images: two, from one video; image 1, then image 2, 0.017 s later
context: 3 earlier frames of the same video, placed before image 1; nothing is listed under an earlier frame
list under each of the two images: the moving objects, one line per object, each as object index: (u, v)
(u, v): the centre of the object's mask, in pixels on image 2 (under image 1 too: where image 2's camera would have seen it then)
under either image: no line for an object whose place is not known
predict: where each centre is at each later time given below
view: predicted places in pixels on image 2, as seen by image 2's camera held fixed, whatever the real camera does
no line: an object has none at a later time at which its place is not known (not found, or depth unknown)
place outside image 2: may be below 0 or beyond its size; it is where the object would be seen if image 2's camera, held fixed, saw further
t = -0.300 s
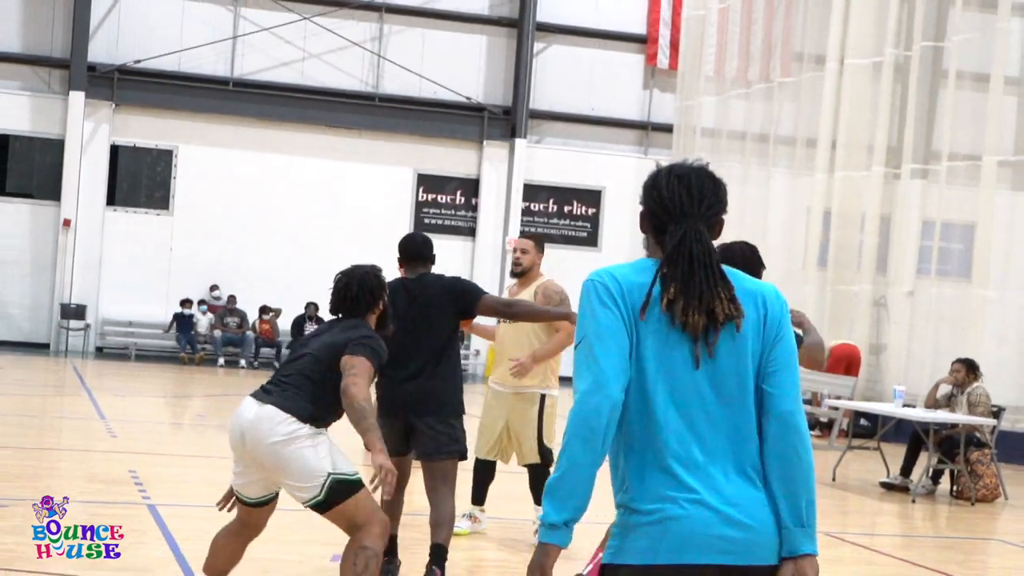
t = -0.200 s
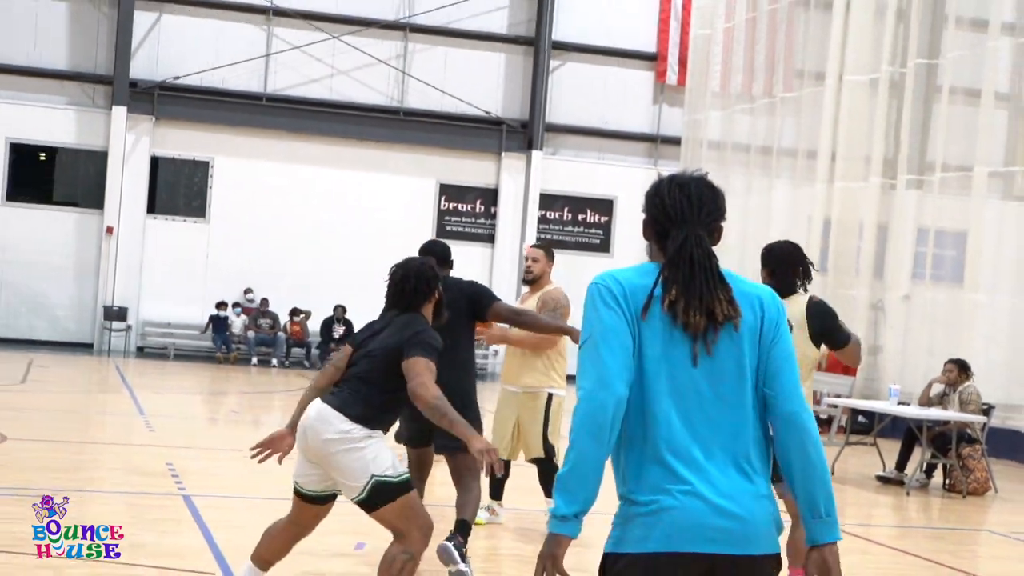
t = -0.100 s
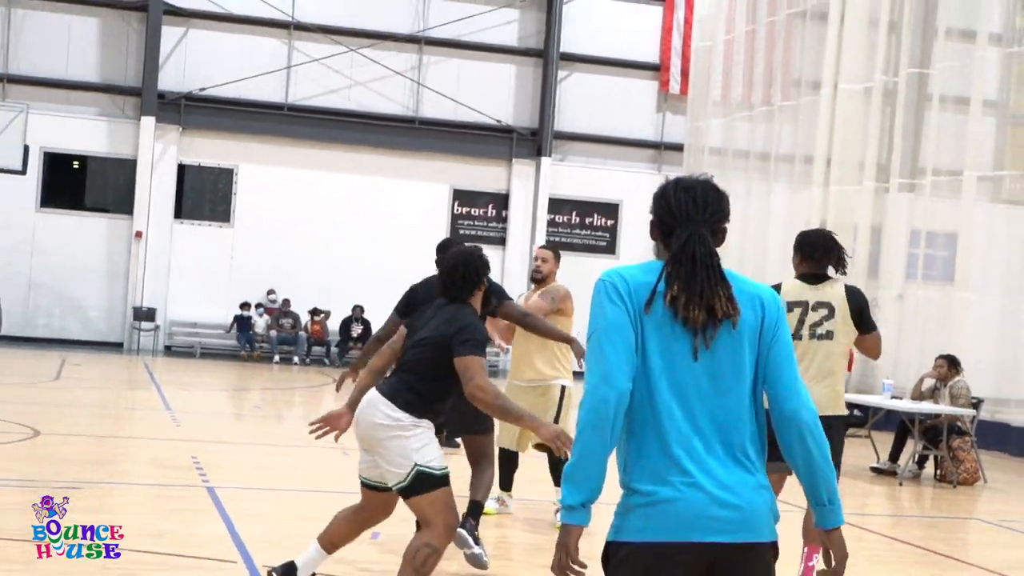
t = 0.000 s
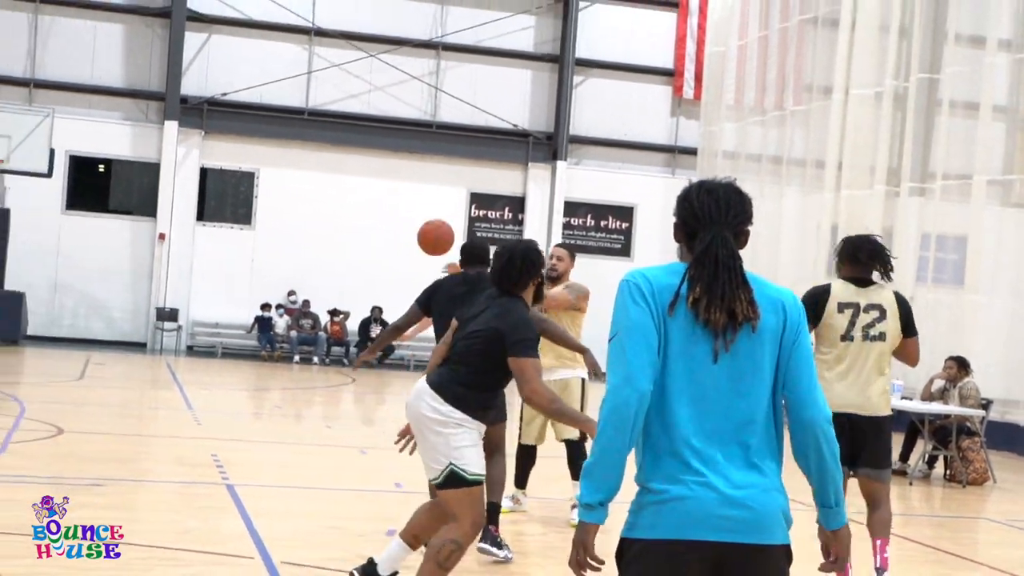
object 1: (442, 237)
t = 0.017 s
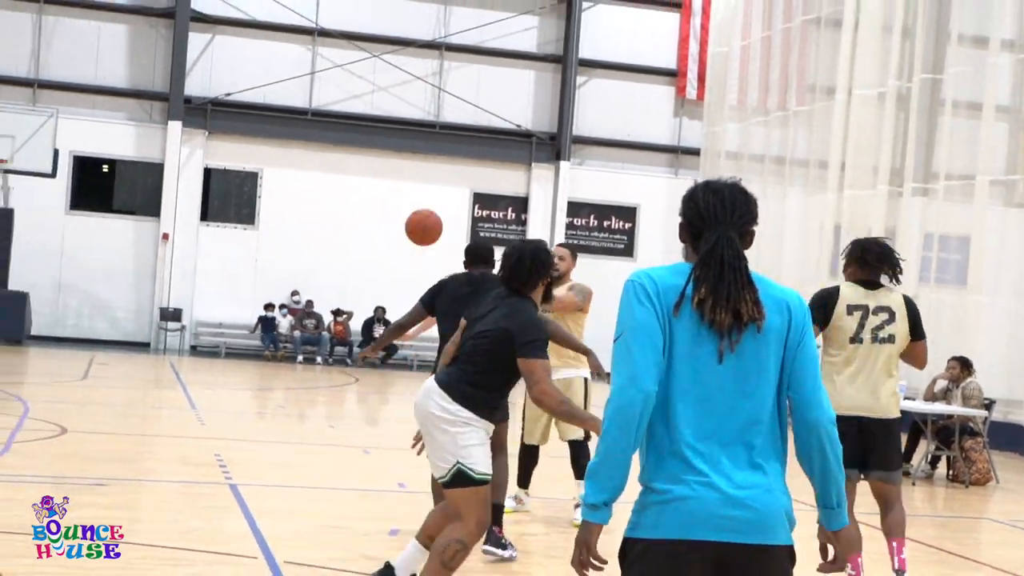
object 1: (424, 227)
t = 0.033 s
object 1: (405, 217)
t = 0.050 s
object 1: (387, 207)
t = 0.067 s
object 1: (369, 196)
